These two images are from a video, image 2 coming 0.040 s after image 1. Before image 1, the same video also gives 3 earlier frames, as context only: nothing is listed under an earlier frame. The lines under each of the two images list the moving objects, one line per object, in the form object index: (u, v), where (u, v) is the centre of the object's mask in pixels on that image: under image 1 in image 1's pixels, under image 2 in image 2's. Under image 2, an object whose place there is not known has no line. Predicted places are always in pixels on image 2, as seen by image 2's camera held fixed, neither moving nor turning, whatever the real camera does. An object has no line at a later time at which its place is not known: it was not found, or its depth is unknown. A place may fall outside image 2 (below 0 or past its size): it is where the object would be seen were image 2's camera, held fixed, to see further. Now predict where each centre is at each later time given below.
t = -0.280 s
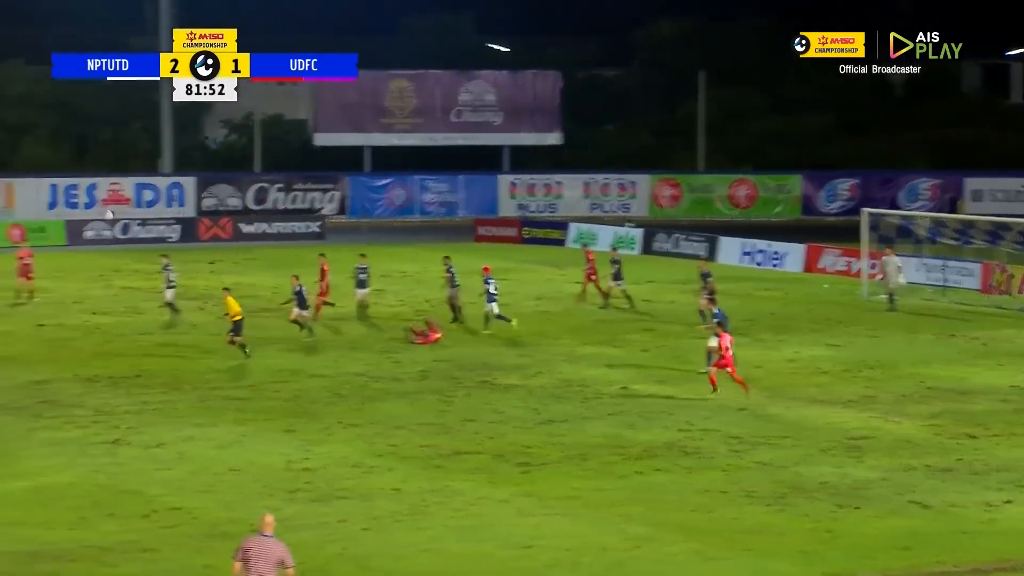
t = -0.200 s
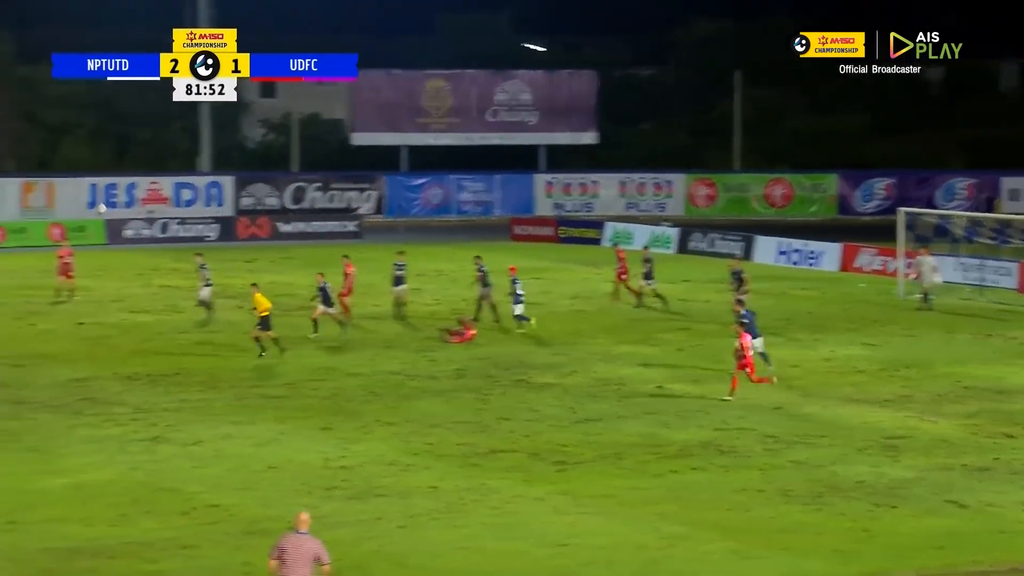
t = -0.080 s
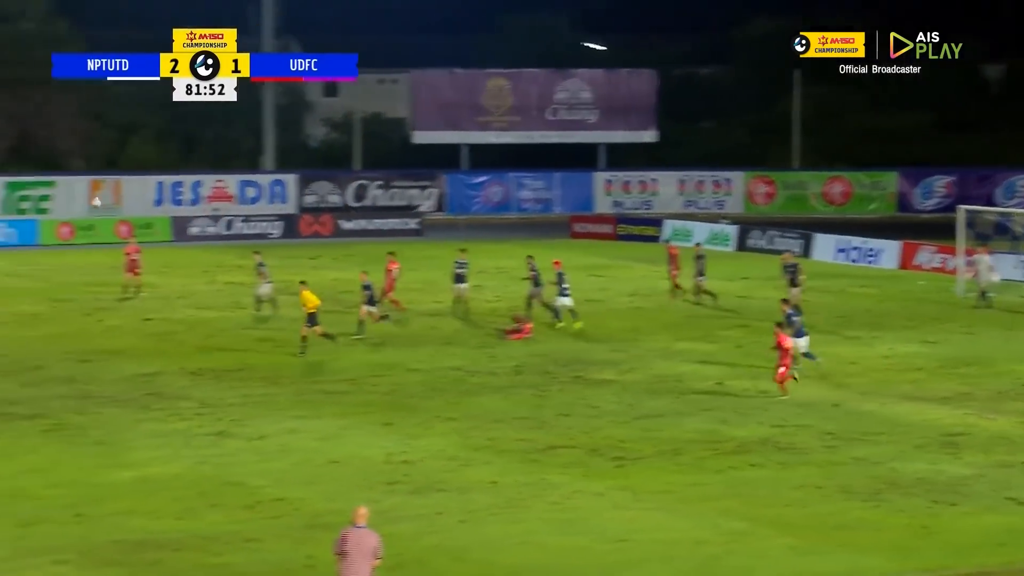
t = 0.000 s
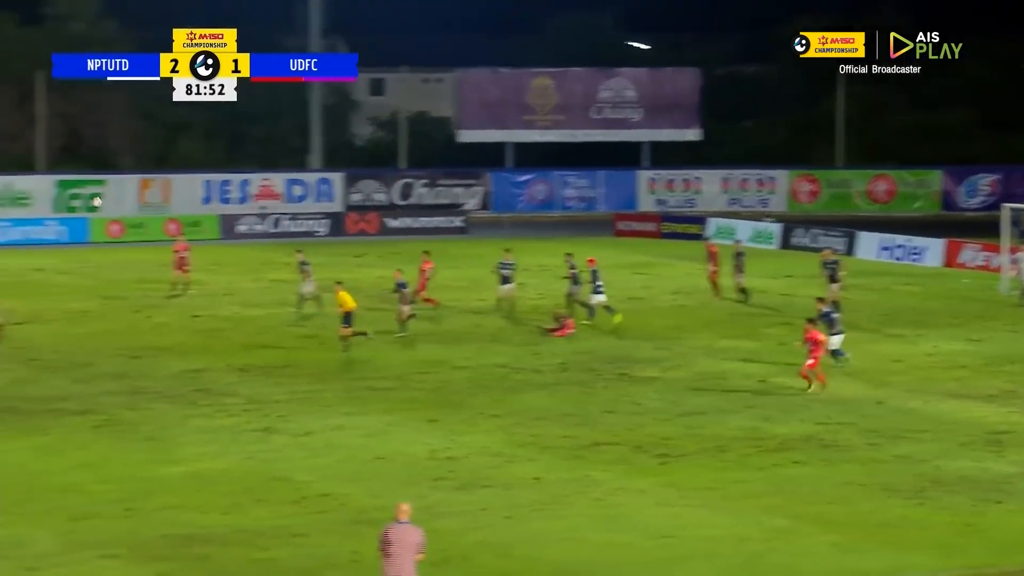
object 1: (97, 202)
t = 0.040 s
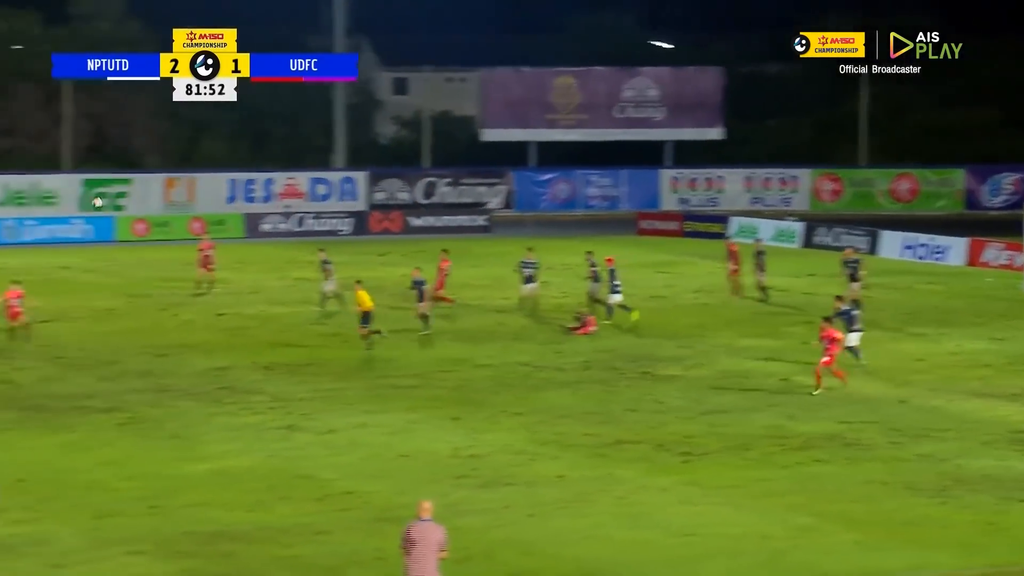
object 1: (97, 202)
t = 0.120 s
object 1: (51, 209)
